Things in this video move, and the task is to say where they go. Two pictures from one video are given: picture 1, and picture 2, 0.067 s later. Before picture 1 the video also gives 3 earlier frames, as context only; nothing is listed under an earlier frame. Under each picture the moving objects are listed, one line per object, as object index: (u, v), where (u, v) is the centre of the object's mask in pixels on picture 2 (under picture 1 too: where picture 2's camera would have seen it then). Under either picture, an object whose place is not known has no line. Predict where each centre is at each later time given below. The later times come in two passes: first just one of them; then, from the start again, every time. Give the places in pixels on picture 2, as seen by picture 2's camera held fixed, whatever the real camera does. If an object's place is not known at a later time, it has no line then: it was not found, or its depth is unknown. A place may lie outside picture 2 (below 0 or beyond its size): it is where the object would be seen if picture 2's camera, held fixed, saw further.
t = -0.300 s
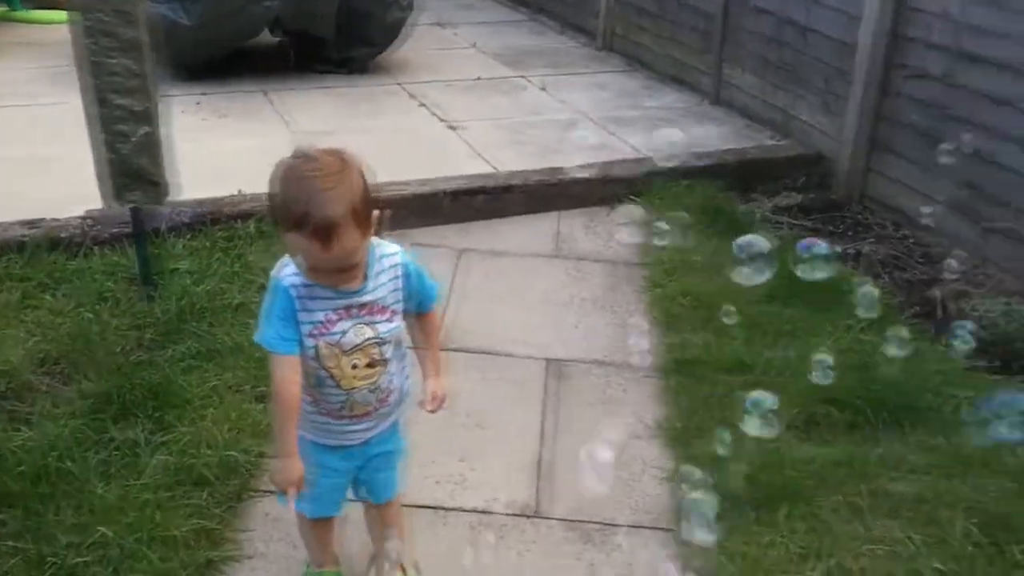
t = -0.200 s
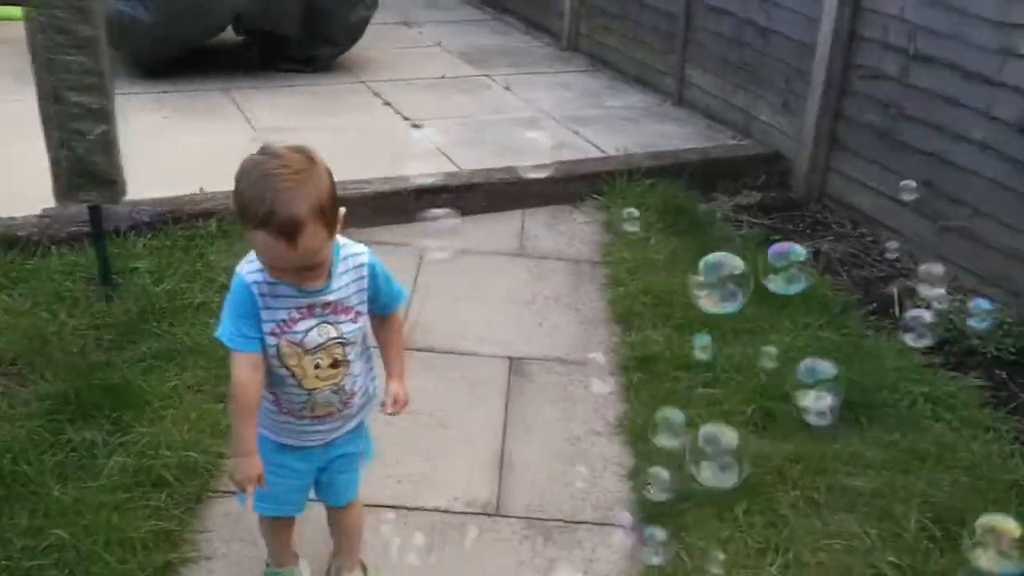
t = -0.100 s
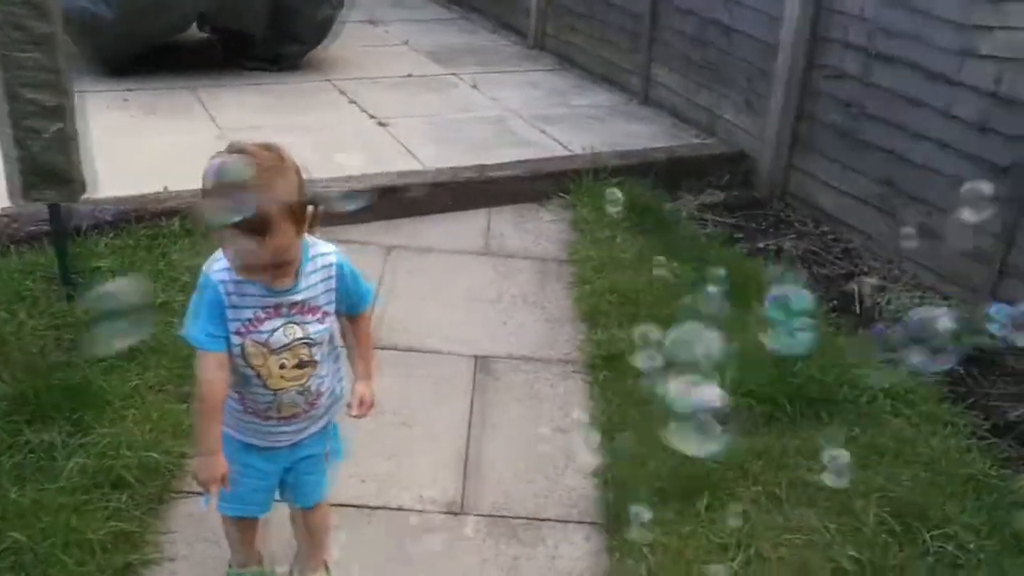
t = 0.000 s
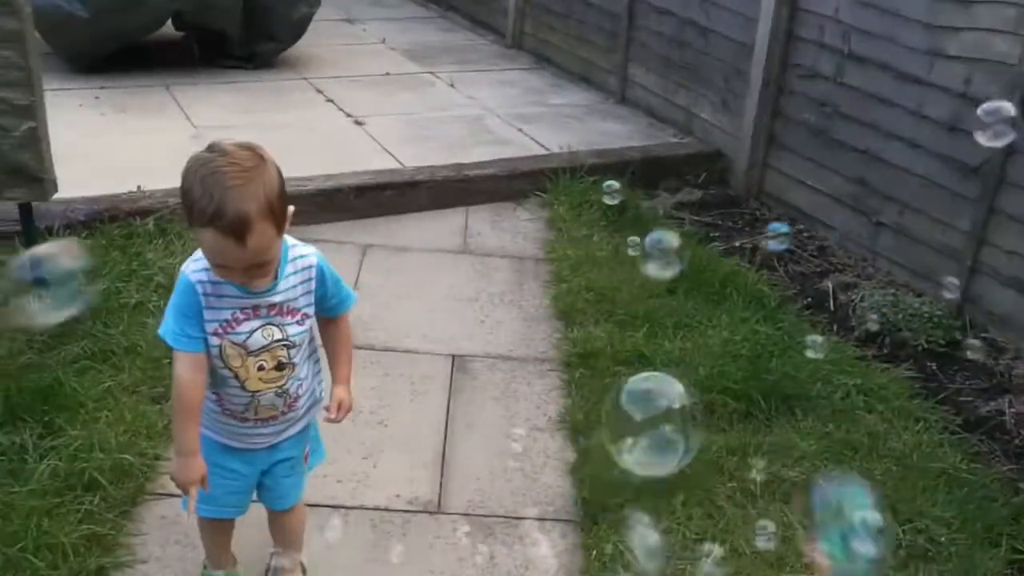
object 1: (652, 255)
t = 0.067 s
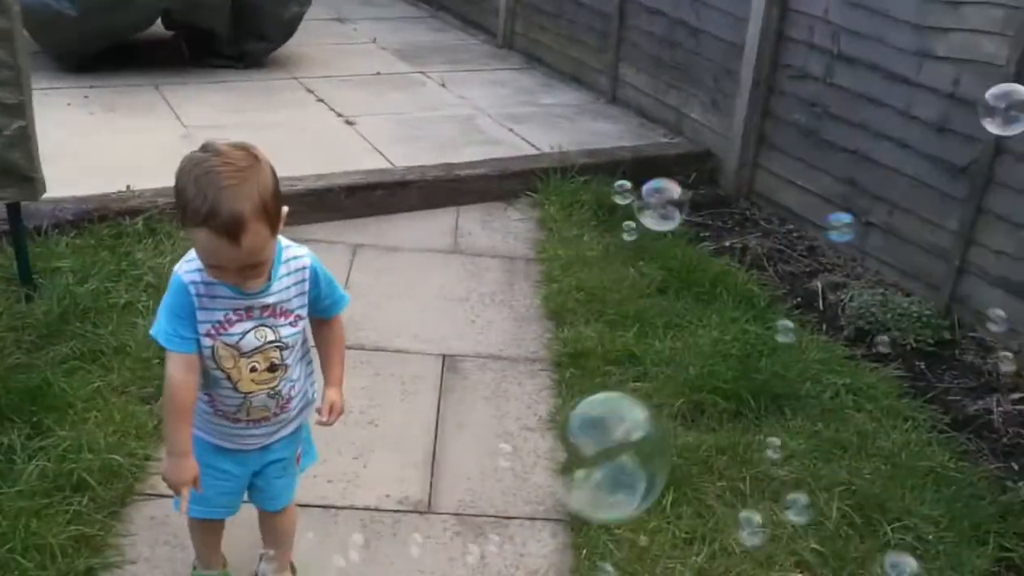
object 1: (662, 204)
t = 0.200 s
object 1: (718, 131)
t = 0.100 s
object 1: (672, 186)
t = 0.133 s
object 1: (686, 168)
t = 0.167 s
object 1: (700, 147)
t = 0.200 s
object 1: (718, 131)
